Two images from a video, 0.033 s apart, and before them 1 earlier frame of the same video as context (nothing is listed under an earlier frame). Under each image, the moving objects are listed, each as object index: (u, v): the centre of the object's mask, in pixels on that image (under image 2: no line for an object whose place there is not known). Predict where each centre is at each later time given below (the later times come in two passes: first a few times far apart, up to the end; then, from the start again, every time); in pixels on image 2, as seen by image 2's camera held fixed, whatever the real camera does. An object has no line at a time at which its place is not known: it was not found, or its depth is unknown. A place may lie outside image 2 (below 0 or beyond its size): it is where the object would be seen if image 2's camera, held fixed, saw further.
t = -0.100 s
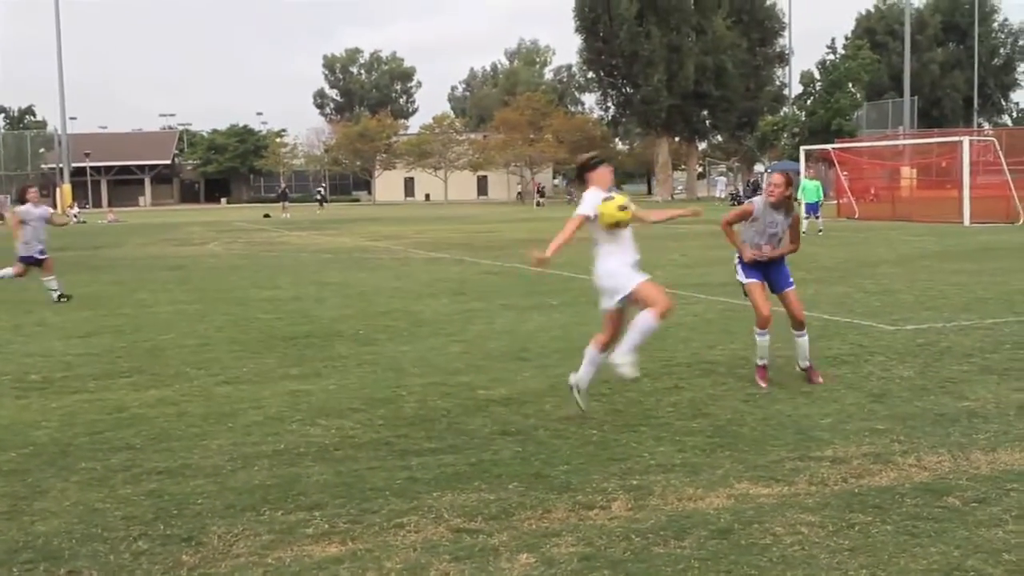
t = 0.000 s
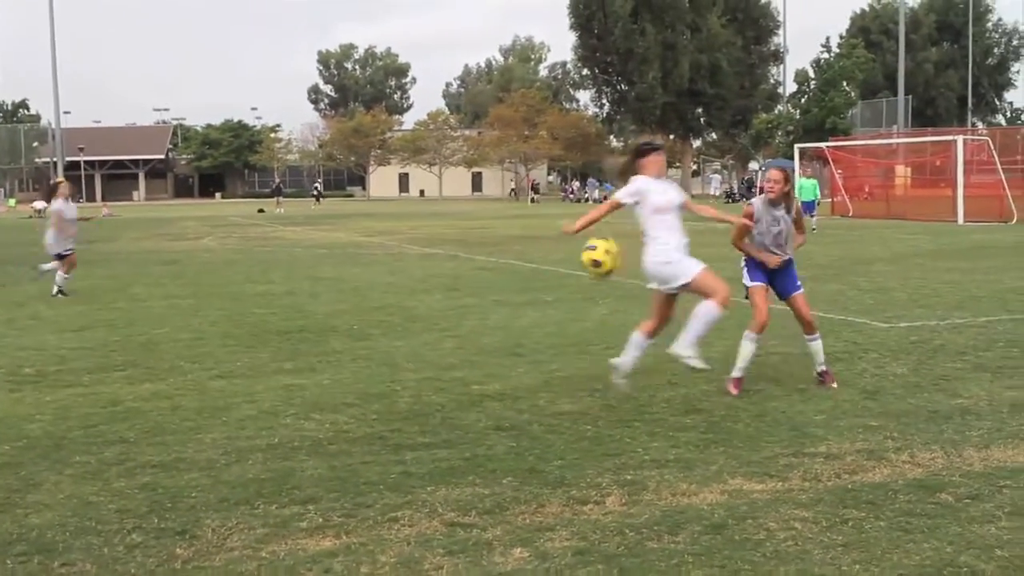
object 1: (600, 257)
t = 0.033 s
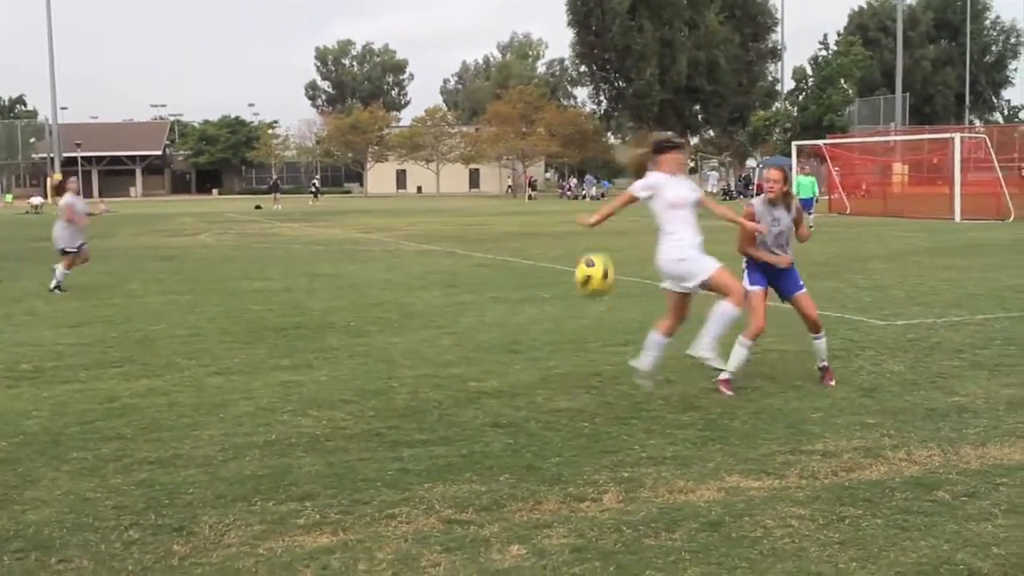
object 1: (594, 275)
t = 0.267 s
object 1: (585, 403)
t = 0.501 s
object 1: (629, 321)
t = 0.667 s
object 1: (659, 321)
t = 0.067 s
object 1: (591, 297)
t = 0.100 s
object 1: (588, 322)
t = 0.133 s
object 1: (585, 352)
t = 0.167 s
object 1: (582, 382)
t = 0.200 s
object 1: (577, 418)
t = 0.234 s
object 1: (579, 423)
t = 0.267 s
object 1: (585, 403)
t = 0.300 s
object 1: (591, 386)
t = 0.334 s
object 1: (597, 369)
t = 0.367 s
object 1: (604, 355)
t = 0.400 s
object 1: (610, 344)
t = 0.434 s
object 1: (616, 336)
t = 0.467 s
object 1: (623, 327)
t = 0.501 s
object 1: (629, 321)
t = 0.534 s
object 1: (635, 317)
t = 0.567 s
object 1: (641, 315)
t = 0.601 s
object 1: (648, 316)
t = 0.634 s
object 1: (653, 318)
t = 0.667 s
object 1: (659, 321)
